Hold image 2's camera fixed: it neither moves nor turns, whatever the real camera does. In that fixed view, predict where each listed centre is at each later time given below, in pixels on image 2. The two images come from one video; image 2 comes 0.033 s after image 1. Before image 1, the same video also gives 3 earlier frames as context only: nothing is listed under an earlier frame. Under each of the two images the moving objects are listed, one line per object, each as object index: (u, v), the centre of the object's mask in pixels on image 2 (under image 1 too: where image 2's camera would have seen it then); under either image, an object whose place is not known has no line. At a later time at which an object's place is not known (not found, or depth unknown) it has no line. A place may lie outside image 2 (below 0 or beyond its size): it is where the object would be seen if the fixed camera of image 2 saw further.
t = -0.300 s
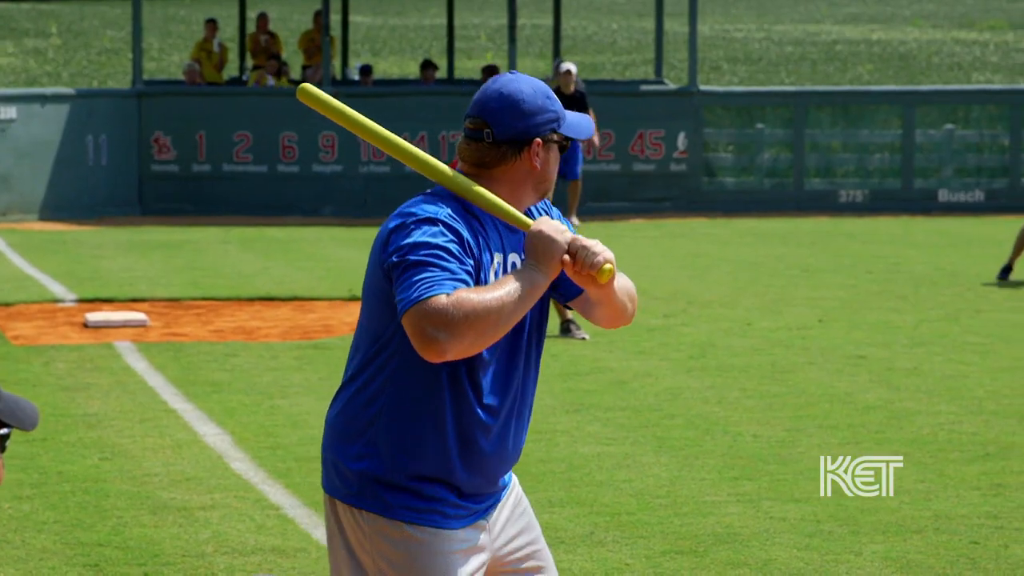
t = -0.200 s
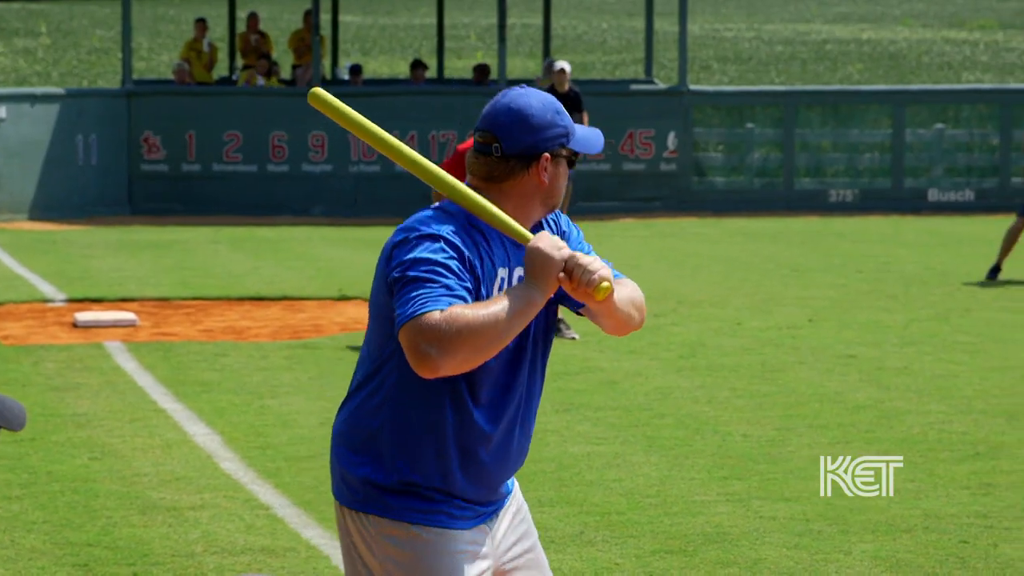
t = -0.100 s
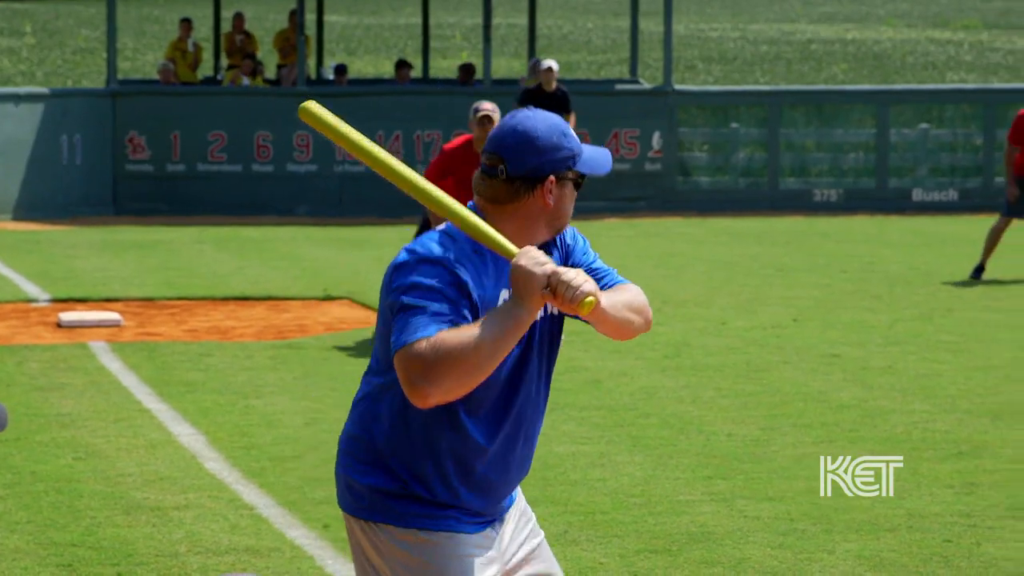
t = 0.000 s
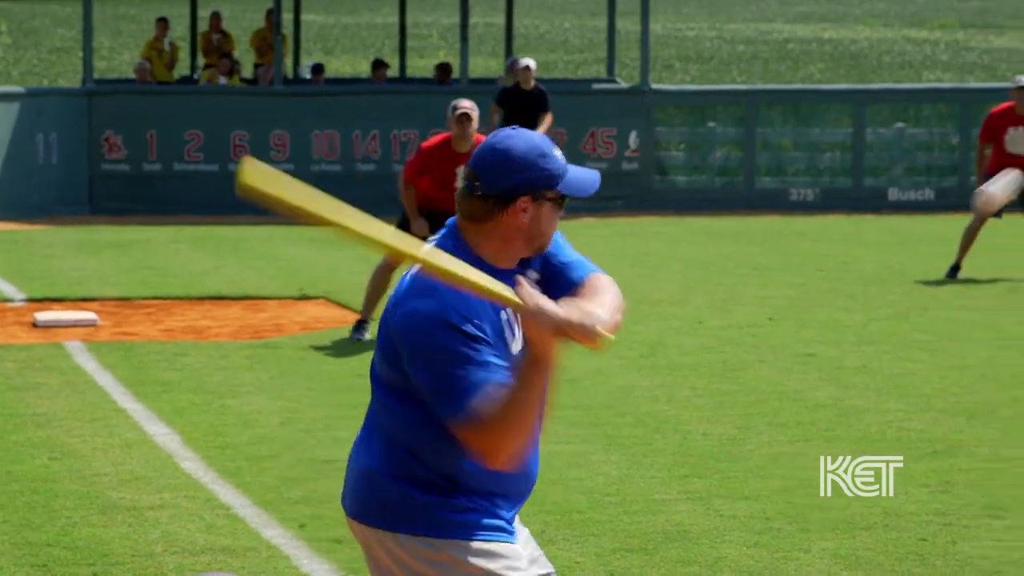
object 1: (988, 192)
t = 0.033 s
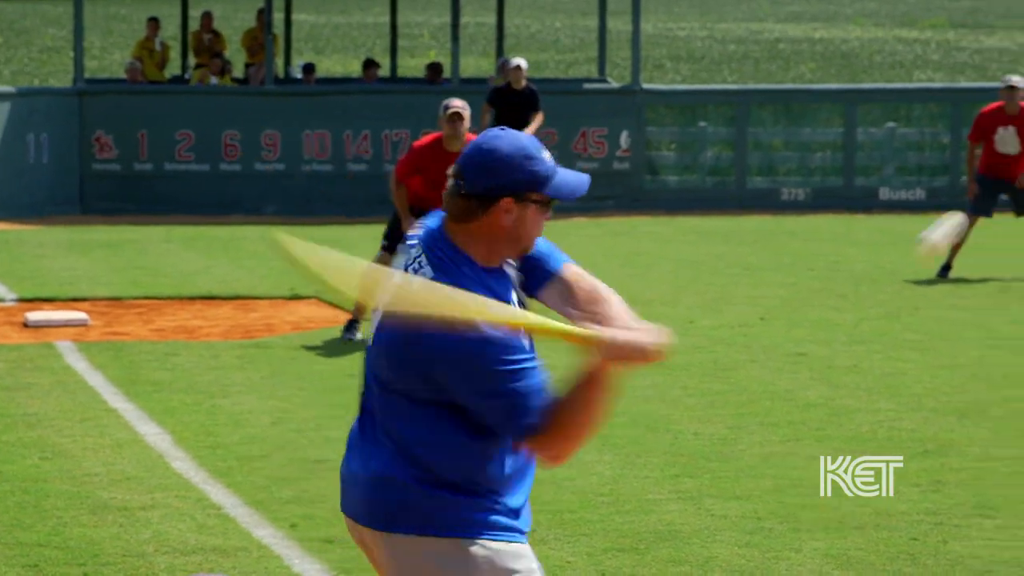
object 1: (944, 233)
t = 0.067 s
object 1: (889, 290)
